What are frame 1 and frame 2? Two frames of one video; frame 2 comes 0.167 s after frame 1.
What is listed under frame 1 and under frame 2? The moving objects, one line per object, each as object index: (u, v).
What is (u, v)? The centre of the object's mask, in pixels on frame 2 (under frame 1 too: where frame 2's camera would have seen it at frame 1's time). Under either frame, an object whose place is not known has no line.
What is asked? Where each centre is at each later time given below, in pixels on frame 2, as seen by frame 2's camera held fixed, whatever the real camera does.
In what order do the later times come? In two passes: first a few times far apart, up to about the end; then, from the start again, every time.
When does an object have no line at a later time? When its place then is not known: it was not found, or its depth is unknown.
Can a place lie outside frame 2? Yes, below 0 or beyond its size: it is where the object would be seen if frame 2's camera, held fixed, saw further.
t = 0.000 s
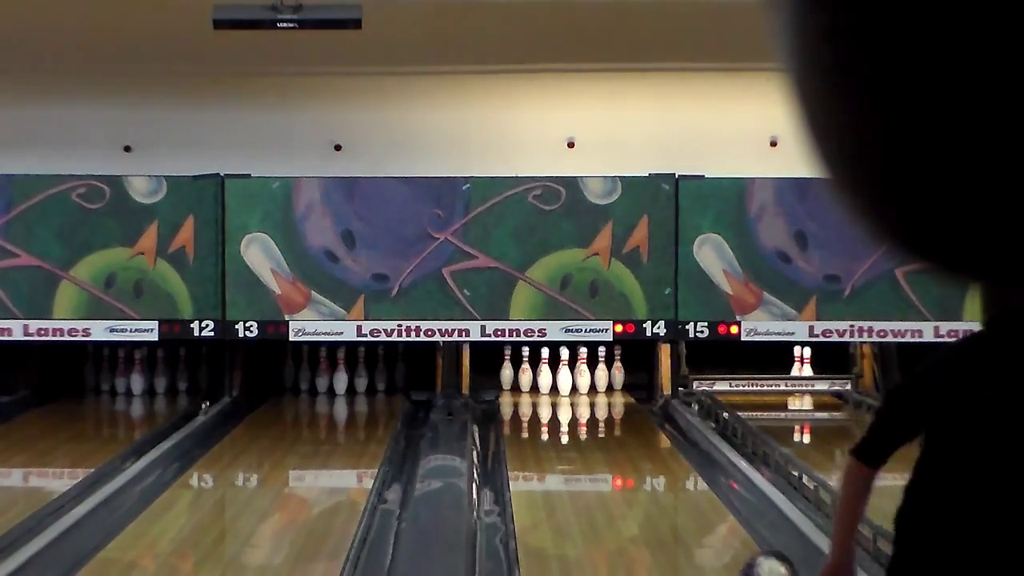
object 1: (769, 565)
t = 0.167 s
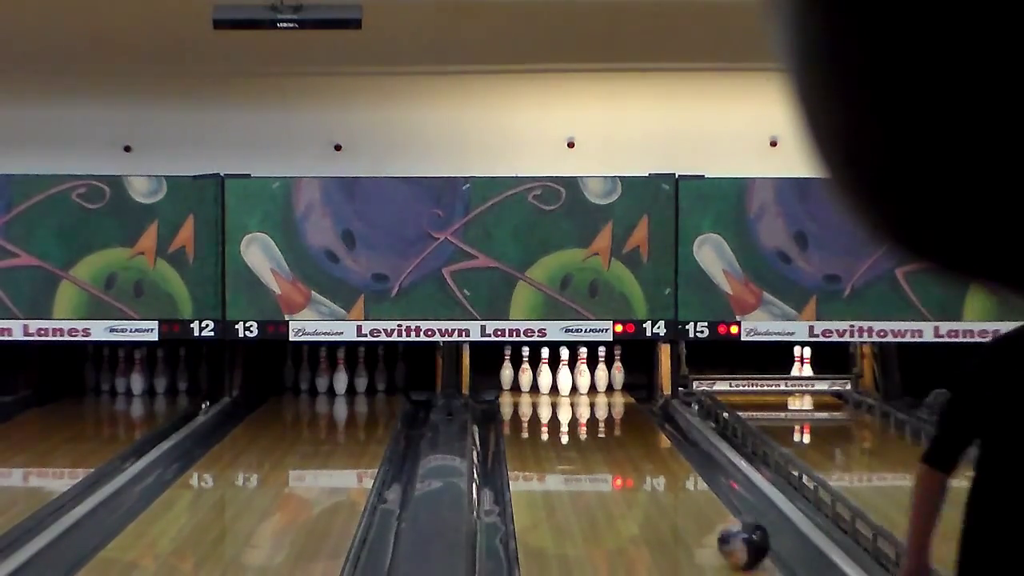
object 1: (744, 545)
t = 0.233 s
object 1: (735, 532)
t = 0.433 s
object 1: (711, 501)
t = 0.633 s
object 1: (691, 478)
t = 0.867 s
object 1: (671, 452)
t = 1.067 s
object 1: (656, 437)
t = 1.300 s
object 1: (639, 421)
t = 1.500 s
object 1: (624, 411)
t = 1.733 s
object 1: (608, 400)
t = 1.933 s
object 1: (595, 392)
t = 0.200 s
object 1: (740, 539)
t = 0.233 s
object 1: (735, 532)
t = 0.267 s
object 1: (730, 526)
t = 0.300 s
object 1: (726, 520)
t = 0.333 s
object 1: (723, 515)
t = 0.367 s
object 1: (719, 510)
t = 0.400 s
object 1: (714, 504)
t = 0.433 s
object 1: (711, 501)
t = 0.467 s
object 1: (707, 496)
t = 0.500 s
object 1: (704, 493)
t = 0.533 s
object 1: (701, 488)
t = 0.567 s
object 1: (698, 483)
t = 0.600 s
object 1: (694, 480)
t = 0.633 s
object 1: (691, 478)
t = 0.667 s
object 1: (688, 474)
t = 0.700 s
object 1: (684, 470)
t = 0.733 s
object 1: (681, 466)
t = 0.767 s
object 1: (678, 462)
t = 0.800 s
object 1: (676, 459)
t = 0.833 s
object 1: (673, 458)
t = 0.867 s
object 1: (671, 452)
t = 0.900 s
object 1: (668, 450)
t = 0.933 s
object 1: (666, 450)
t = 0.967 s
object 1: (663, 445)
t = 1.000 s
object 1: (660, 441)
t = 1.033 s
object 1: (657, 439)
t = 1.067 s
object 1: (656, 437)
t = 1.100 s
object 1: (653, 435)
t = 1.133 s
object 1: (650, 432)
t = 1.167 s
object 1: (647, 432)
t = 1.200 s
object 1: (646, 428)
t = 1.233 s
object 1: (642, 426)
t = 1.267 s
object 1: (642, 423)
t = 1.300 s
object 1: (639, 421)
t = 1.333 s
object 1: (637, 419)
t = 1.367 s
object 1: (634, 419)
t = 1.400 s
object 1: (632, 416)
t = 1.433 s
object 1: (629, 415)
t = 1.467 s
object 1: (628, 412)
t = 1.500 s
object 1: (624, 411)
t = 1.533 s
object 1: (623, 409)
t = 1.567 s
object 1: (620, 408)
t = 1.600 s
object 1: (617, 406)
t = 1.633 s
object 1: (615, 404)
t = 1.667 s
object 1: (613, 403)
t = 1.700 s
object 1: (610, 402)
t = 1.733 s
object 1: (608, 400)
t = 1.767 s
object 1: (605, 399)
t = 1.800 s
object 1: (603, 397)
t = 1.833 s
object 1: (601, 396)
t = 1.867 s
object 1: (599, 394)
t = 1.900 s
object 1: (597, 393)
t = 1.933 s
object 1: (595, 392)
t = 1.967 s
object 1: (593, 391)
